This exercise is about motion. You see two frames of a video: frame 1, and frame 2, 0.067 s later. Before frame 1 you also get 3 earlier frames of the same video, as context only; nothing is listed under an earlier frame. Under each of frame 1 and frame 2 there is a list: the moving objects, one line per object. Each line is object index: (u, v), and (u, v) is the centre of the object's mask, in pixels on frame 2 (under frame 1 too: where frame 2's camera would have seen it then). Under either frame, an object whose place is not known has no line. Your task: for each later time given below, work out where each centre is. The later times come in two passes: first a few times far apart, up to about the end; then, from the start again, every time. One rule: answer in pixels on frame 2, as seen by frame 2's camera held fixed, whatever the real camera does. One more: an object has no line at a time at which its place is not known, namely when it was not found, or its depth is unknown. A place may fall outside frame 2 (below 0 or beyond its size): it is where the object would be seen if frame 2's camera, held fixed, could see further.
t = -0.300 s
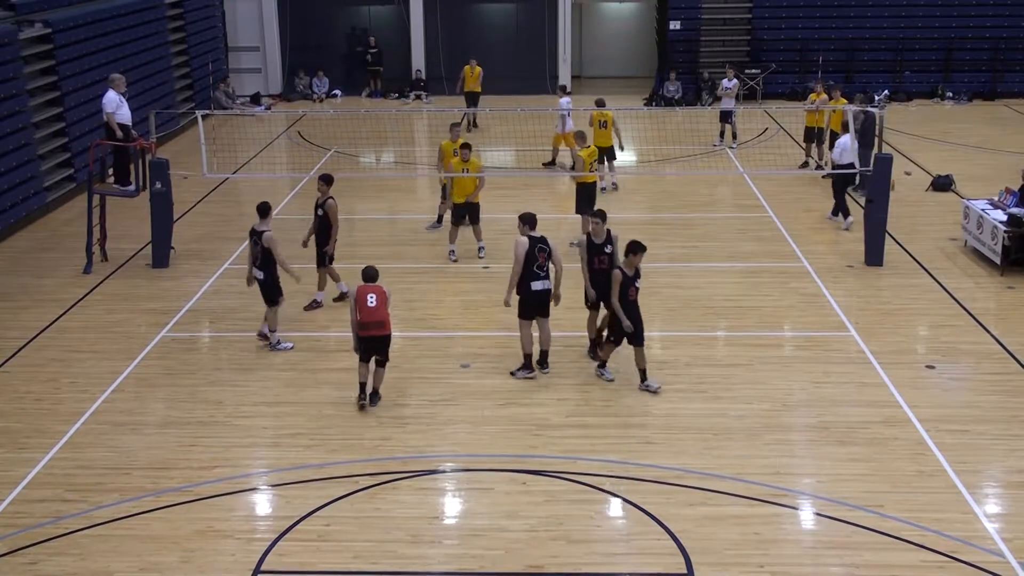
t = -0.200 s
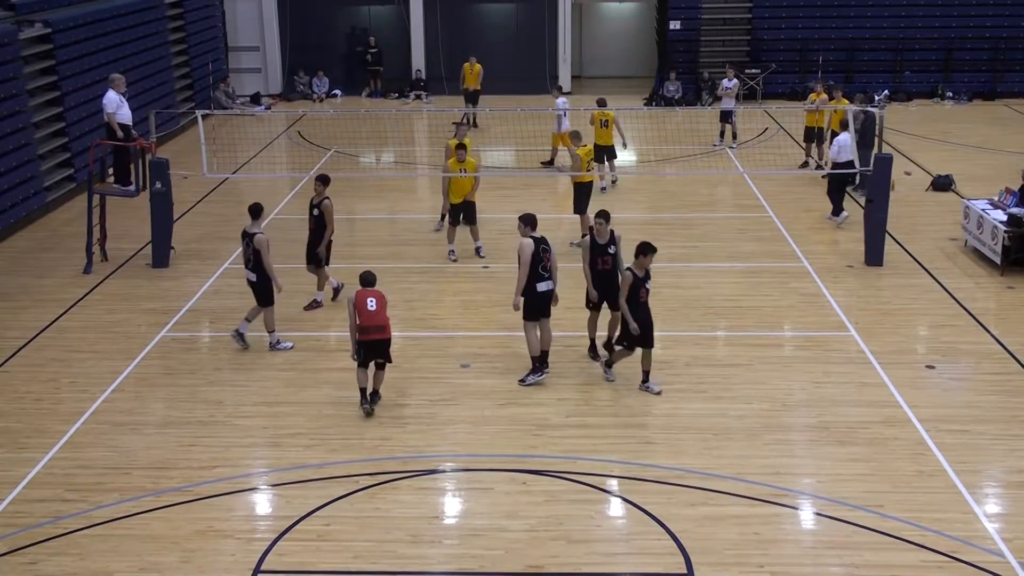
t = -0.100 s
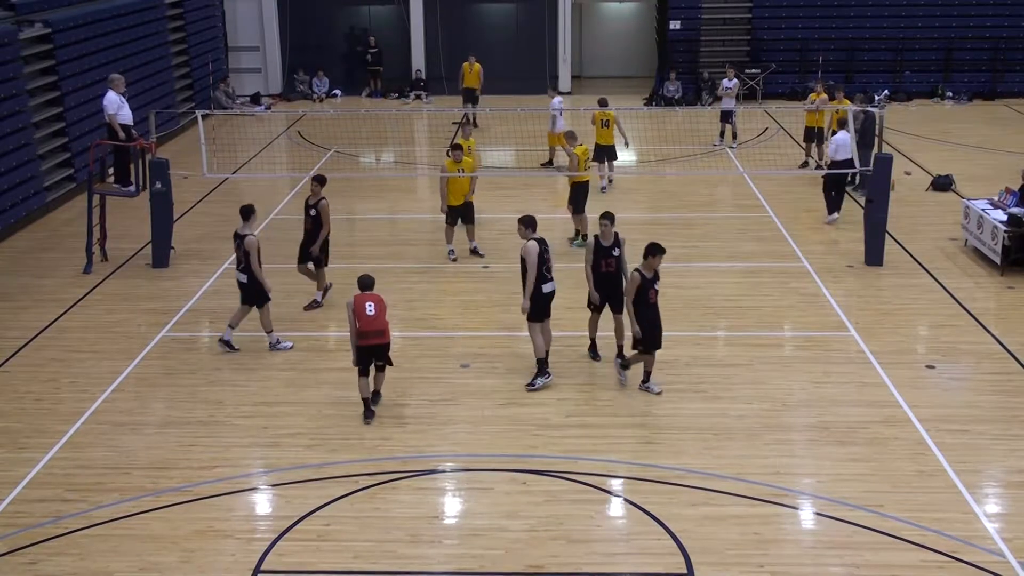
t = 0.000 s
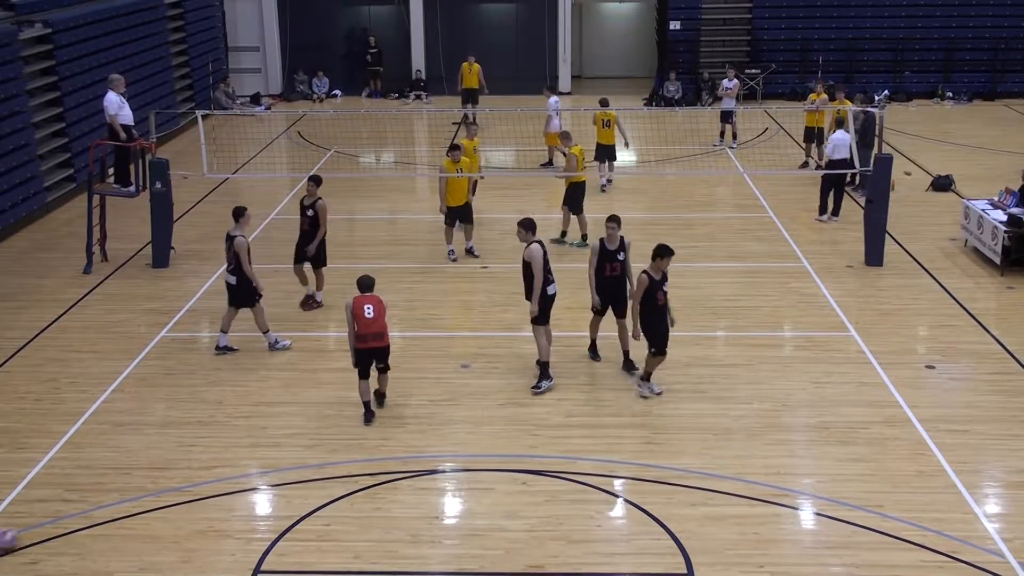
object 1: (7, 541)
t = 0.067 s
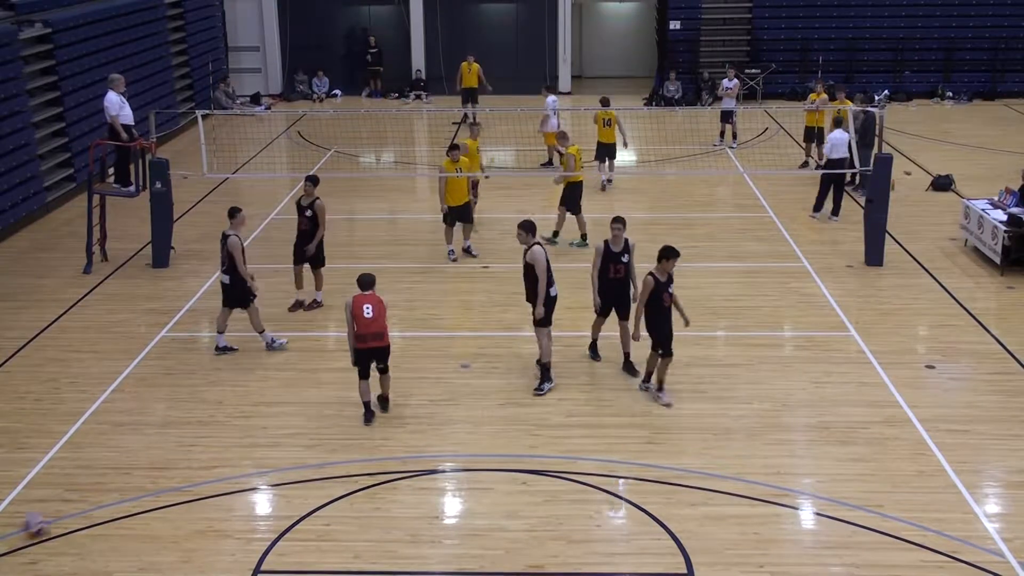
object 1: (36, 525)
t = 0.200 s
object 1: (91, 499)
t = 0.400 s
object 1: (165, 465)
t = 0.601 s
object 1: (231, 433)
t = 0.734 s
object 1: (270, 416)
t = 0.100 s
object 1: (49, 519)
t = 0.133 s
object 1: (64, 512)
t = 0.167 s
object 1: (79, 506)
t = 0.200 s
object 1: (91, 499)
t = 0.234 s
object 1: (106, 494)
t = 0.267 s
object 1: (118, 487)
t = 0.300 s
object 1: (131, 481)
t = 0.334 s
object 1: (143, 474)
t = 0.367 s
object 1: (154, 471)
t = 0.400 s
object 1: (165, 465)
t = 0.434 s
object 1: (178, 458)
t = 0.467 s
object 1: (190, 454)
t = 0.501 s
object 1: (200, 447)
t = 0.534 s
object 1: (211, 445)
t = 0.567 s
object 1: (220, 438)
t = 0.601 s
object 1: (231, 433)
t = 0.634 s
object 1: (242, 428)
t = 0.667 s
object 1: (250, 424)
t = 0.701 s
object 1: (260, 420)
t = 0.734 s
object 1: (270, 416)
